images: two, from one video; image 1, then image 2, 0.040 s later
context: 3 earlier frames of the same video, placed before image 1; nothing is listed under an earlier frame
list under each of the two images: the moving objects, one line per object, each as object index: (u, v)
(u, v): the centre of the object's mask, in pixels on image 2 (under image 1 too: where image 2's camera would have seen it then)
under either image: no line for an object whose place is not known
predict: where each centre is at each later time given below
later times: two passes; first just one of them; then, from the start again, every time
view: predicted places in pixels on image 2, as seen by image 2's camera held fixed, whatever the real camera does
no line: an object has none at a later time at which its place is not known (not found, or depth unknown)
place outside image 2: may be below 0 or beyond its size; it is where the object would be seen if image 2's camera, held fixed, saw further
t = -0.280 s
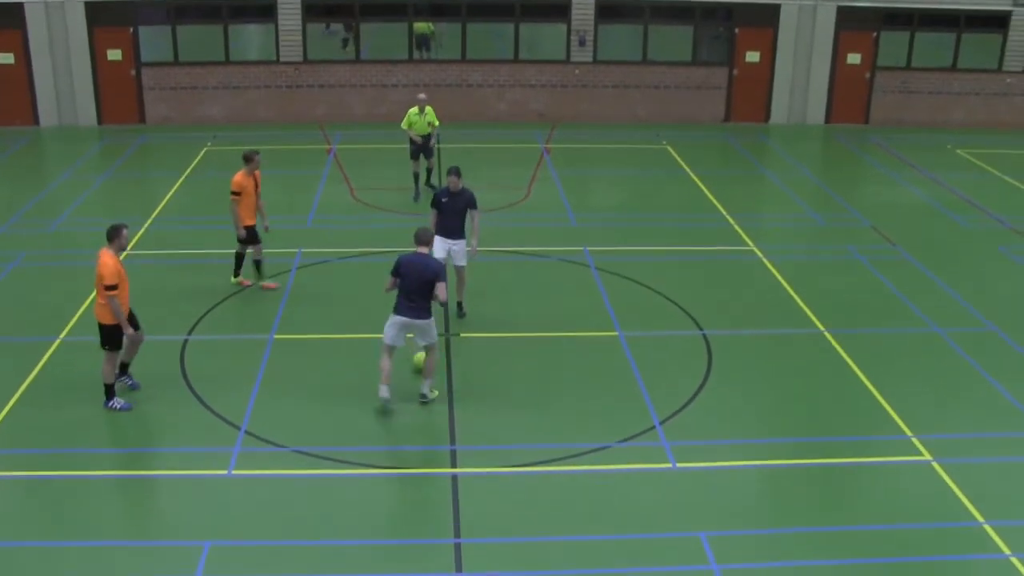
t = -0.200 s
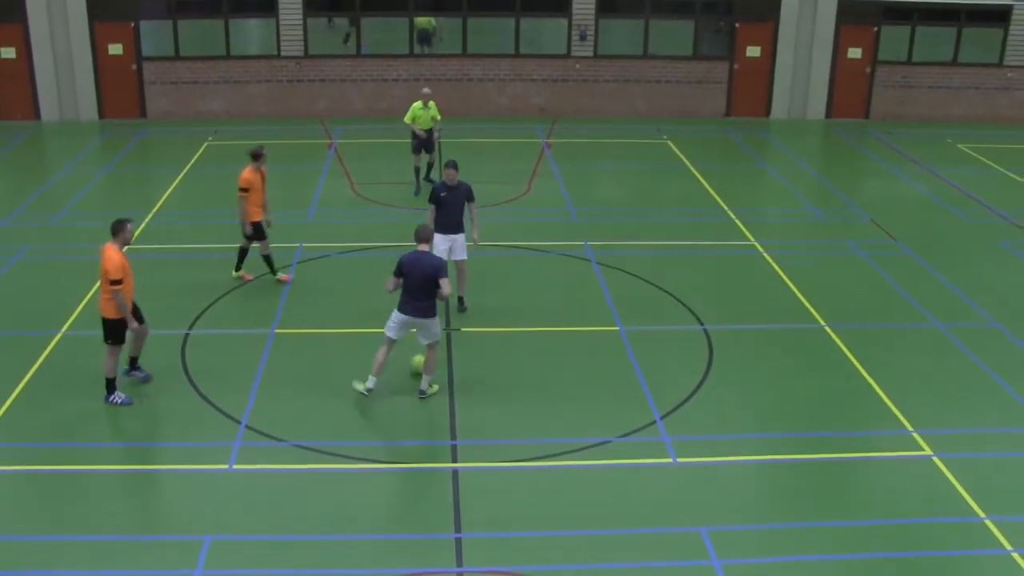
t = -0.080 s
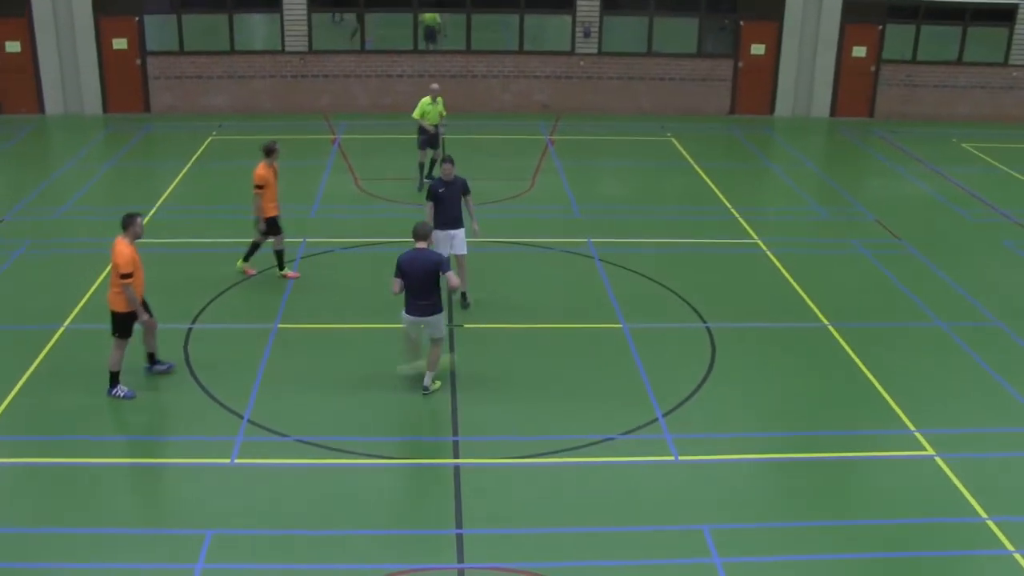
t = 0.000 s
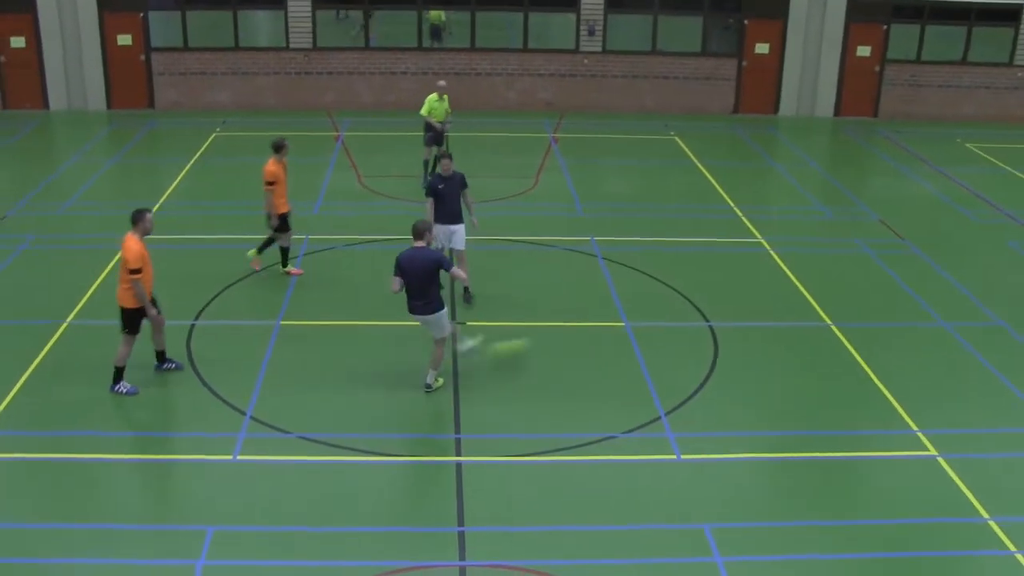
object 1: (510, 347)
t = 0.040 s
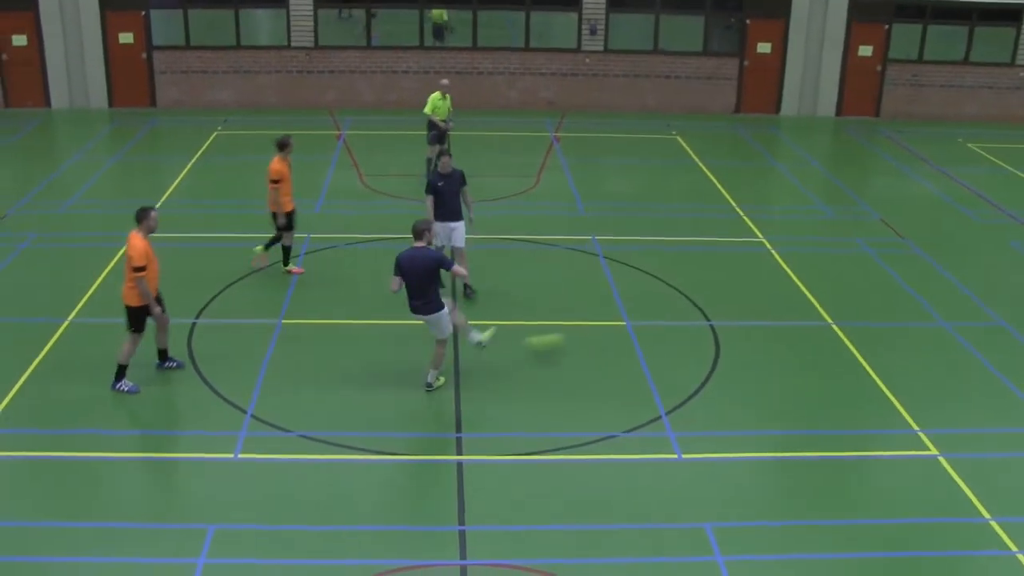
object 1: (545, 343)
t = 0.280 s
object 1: (713, 321)
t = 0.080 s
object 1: (578, 340)
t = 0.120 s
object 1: (608, 338)
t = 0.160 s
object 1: (638, 333)
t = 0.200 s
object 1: (663, 329)
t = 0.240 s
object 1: (690, 326)
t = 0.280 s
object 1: (713, 321)
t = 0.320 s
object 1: (736, 319)
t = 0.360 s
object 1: (755, 317)
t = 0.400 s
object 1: (773, 314)
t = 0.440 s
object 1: (788, 311)
